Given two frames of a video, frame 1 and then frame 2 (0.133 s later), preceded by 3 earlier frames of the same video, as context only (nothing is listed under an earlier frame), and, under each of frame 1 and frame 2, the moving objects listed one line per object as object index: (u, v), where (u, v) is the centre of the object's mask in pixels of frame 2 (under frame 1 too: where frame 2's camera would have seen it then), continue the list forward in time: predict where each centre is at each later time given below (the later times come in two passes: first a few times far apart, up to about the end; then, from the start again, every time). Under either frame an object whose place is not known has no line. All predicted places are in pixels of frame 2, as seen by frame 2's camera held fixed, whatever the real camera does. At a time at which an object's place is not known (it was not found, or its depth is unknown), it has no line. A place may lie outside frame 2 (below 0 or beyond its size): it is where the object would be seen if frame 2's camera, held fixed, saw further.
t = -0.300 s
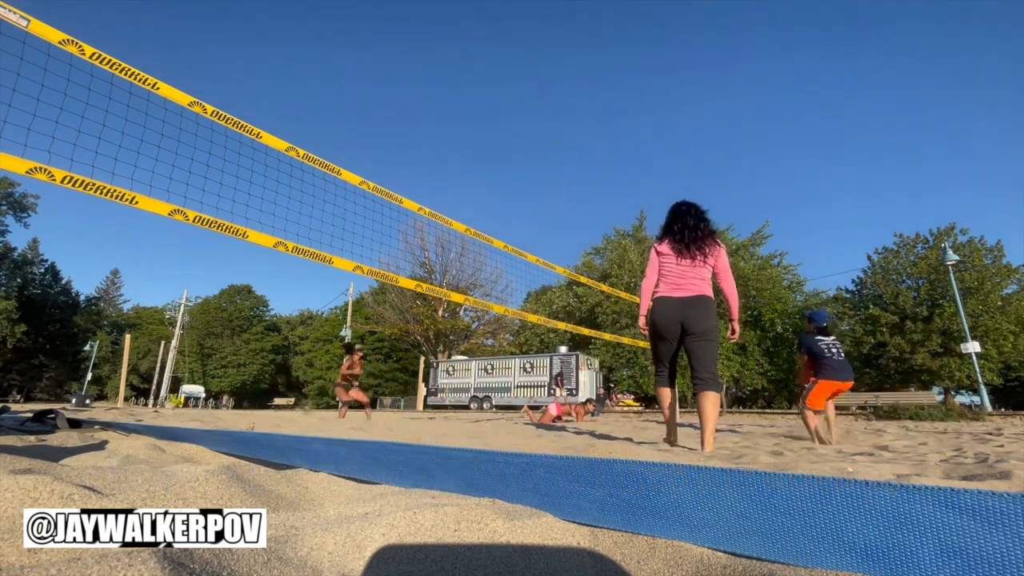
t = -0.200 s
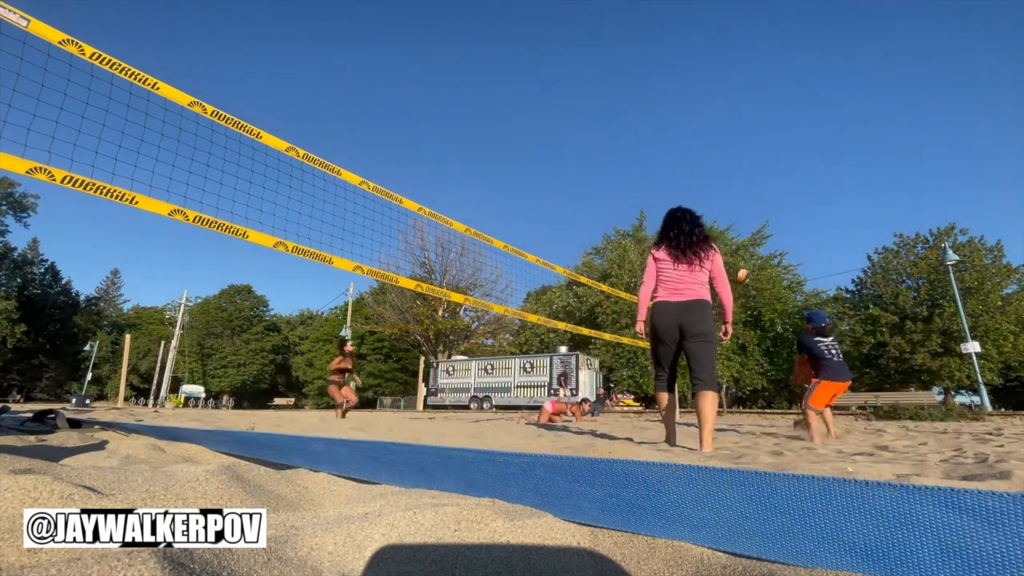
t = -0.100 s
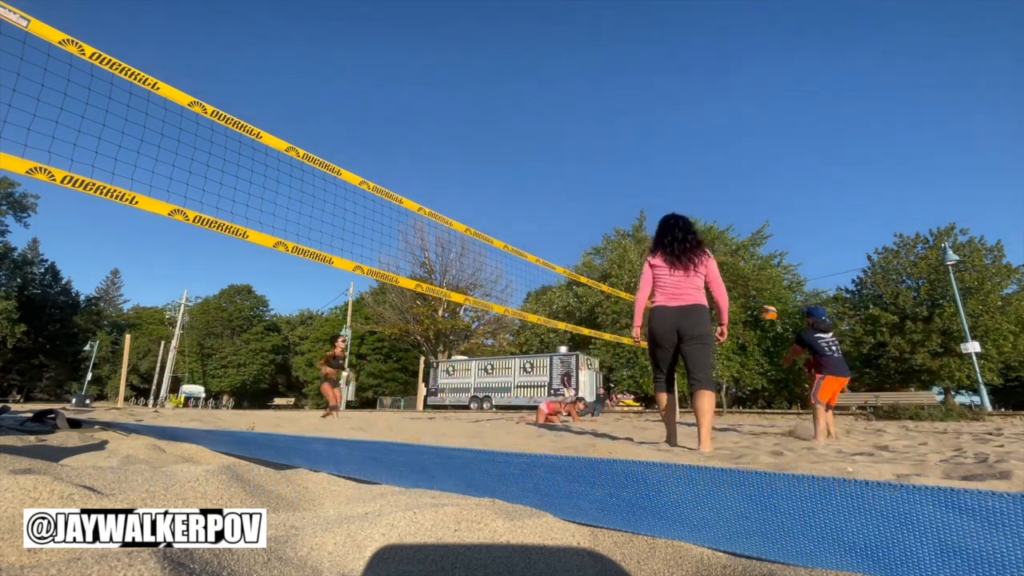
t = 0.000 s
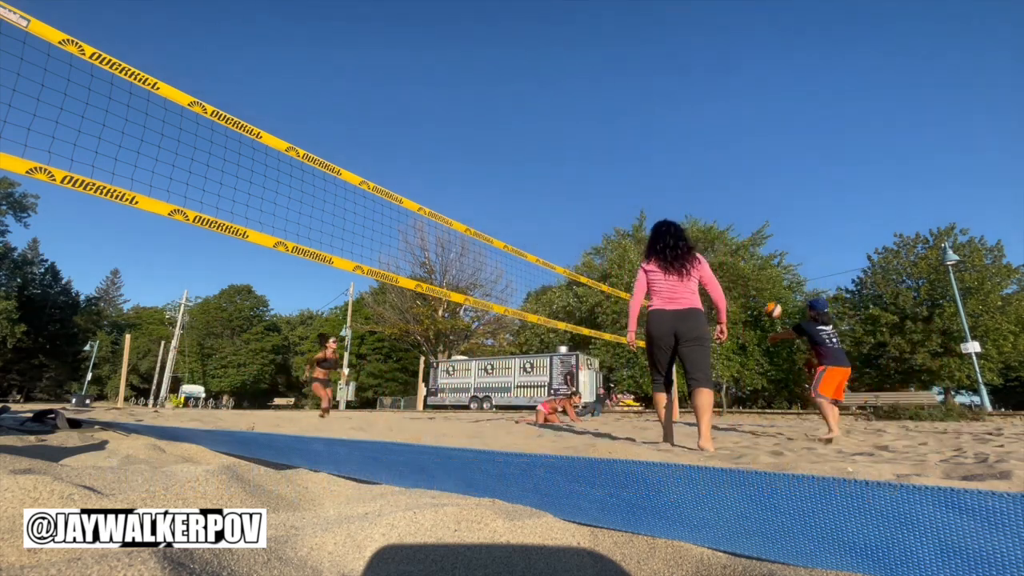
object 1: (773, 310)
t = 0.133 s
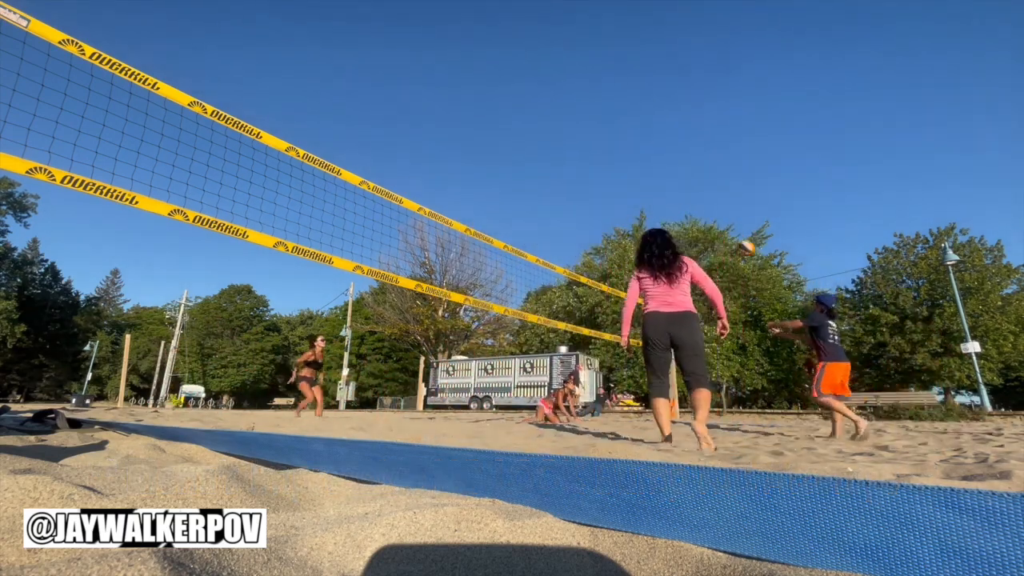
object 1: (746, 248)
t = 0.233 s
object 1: (729, 212)
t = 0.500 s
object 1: (689, 149)
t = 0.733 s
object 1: (657, 134)
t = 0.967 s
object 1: (629, 153)
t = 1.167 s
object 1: (604, 202)
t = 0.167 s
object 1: (741, 235)
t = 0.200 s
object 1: (735, 223)
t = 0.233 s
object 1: (729, 212)
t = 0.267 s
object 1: (724, 201)
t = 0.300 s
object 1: (718, 191)
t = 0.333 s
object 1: (713, 182)
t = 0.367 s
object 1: (708, 174)
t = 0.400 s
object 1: (703, 167)
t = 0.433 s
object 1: (698, 160)
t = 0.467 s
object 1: (694, 155)
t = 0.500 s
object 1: (689, 149)
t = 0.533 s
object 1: (684, 145)
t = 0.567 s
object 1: (680, 141)
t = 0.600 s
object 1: (675, 138)
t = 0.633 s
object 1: (670, 136)
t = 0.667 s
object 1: (666, 135)
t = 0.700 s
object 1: (662, 134)
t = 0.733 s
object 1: (657, 134)
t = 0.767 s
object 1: (653, 134)
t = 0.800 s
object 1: (649, 135)
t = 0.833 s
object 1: (645, 137)
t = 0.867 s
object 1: (641, 140)
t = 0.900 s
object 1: (637, 144)
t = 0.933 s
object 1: (633, 148)
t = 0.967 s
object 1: (629, 153)
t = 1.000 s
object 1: (624, 159)
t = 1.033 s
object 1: (620, 166)
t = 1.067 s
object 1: (616, 174)
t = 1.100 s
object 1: (612, 182)
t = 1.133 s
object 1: (608, 192)
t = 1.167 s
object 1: (604, 202)
